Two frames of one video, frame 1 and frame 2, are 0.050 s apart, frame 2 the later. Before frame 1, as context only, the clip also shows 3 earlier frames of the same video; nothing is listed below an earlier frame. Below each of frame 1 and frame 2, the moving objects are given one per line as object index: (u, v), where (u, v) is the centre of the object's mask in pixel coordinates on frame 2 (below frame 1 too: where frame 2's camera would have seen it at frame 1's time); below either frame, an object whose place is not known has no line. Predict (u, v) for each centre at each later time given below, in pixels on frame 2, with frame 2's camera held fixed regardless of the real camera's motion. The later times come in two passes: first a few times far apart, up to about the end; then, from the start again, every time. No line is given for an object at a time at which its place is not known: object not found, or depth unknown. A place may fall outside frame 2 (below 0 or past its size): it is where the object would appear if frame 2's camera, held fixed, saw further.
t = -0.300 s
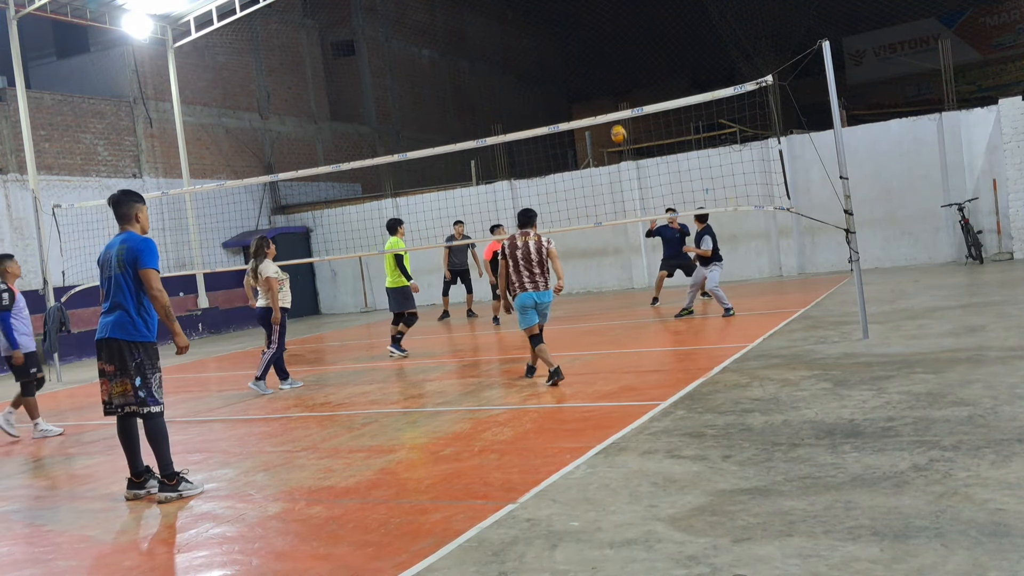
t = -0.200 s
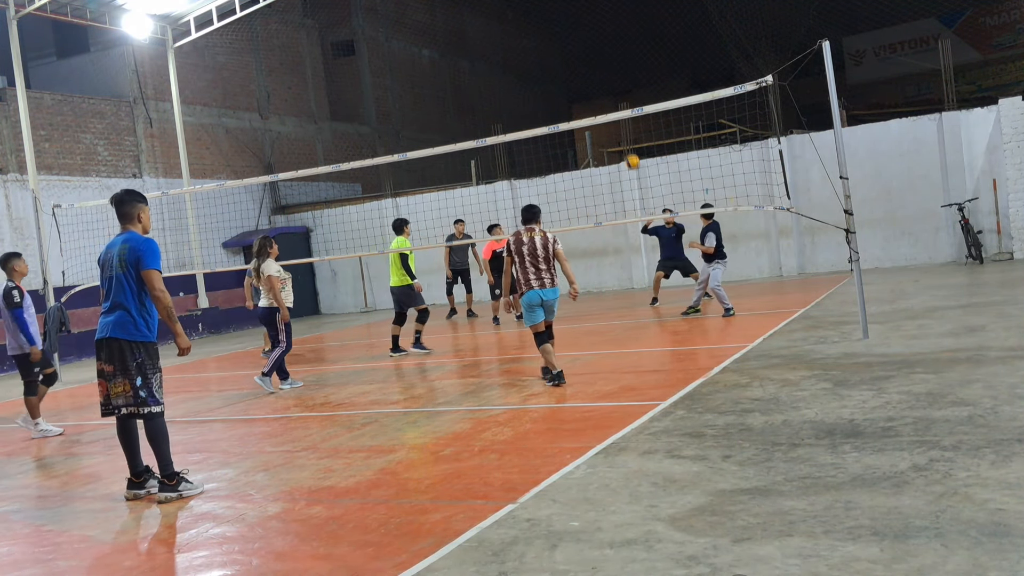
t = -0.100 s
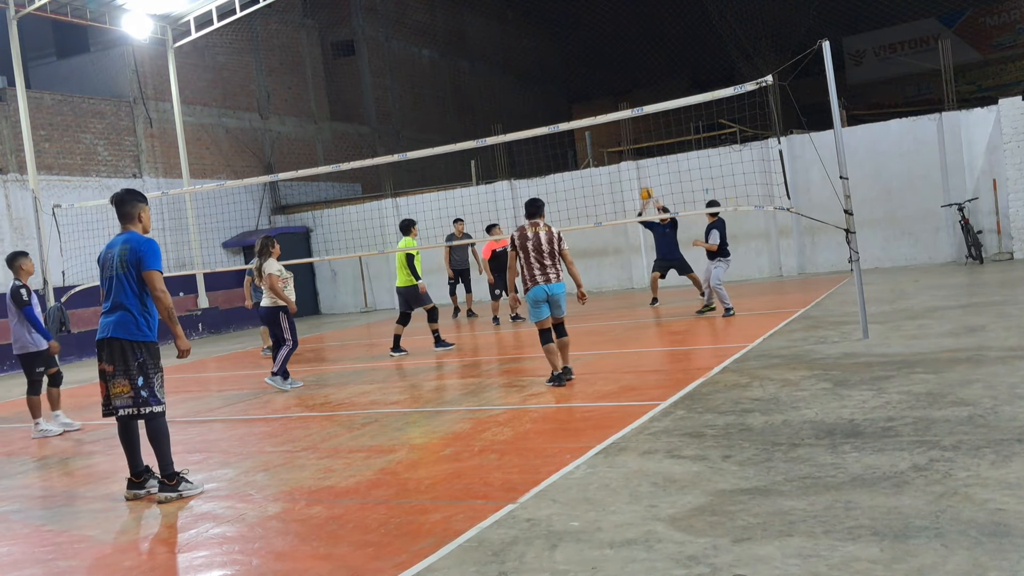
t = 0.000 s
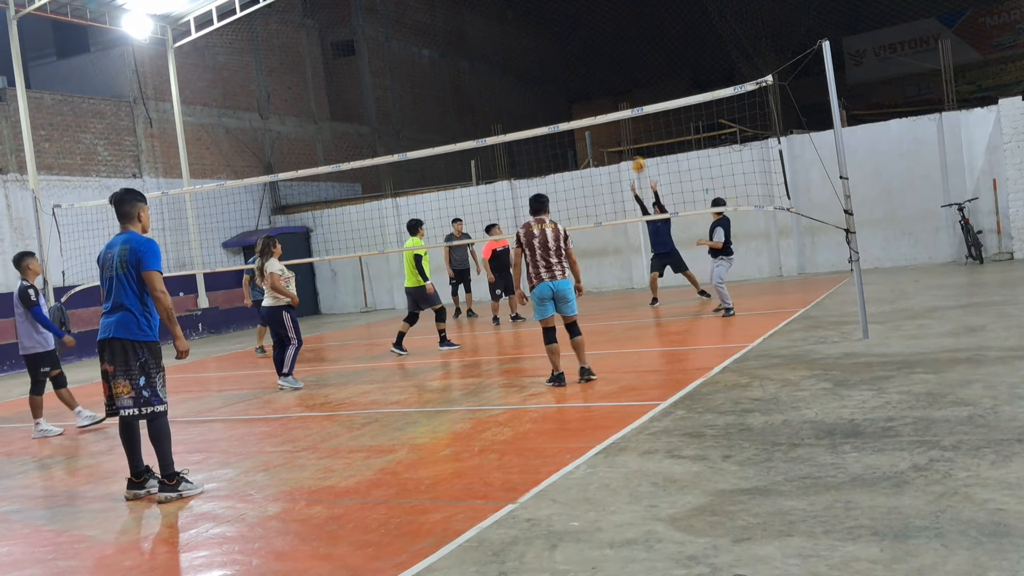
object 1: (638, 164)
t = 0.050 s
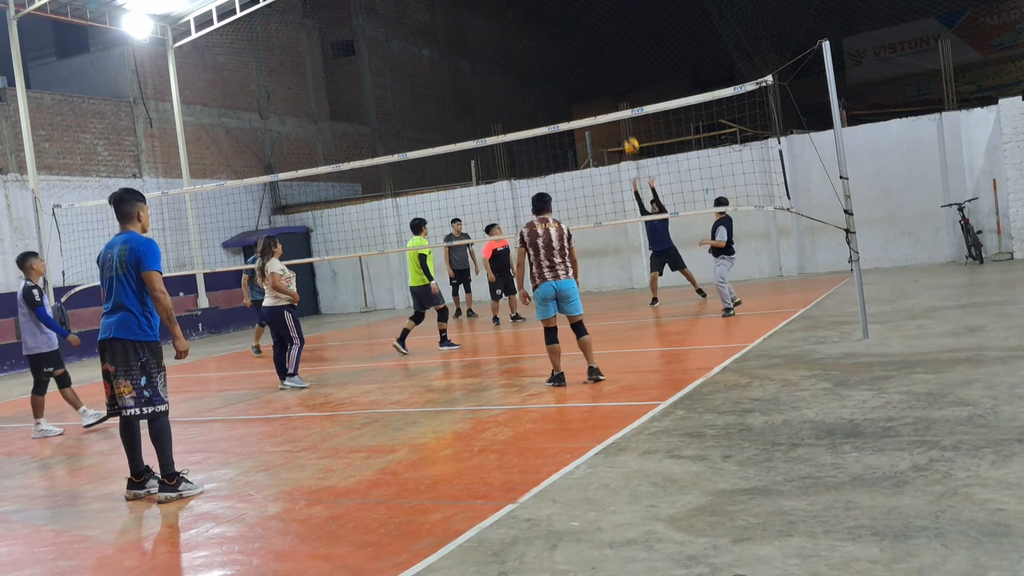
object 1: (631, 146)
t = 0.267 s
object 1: (603, 79)
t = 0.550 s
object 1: (570, 35)
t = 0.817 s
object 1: (542, 45)
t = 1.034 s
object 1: (523, 94)
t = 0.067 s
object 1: (629, 140)
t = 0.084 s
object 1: (627, 134)
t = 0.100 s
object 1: (625, 128)
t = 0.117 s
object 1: (623, 124)
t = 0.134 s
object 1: (622, 121)
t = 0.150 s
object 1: (617, 108)
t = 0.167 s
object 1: (616, 105)
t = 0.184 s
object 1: (614, 101)
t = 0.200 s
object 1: (612, 97)
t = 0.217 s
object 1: (610, 92)
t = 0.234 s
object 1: (608, 87)
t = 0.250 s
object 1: (605, 83)
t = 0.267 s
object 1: (603, 79)
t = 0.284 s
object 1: (601, 75)
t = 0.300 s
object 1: (599, 71)
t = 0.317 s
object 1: (597, 67)
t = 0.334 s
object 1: (595, 64)
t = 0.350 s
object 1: (593, 61)
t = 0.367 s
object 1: (591, 57)
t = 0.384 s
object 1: (589, 55)
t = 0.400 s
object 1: (587, 52)
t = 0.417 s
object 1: (585, 49)
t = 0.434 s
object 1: (583, 47)
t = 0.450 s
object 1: (581, 45)
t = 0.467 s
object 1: (579, 43)
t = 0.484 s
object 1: (577, 41)
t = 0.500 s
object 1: (575, 39)
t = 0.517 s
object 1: (573, 38)
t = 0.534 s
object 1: (572, 36)
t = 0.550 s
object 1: (570, 35)
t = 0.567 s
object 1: (568, 34)
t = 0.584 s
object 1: (566, 34)
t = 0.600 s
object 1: (564, 33)
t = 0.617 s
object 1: (562, 33)
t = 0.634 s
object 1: (560, 33)
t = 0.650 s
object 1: (559, 33)
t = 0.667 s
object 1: (557, 33)
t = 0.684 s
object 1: (555, 34)
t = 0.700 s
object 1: (553, 34)
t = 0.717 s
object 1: (552, 35)
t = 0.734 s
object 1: (550, 36)
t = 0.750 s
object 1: (548, 38)
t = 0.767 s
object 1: (547, 39)
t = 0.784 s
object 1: (545, 41)
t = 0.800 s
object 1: (543, 43)
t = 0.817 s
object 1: (542, 45)
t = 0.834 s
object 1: (540, 47)
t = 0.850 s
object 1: (539, 50)
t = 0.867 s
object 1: (537, 53)
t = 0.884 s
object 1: (535, 56)
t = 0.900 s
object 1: (534, 59)
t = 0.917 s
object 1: (532, 63)
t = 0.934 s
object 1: (531, 66)
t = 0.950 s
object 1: (529, 70)
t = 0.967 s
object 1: (528, 75)
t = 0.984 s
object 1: (527, 79)
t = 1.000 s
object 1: (525, 84)
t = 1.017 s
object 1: (524, 89)
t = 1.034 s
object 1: (523, 94)
